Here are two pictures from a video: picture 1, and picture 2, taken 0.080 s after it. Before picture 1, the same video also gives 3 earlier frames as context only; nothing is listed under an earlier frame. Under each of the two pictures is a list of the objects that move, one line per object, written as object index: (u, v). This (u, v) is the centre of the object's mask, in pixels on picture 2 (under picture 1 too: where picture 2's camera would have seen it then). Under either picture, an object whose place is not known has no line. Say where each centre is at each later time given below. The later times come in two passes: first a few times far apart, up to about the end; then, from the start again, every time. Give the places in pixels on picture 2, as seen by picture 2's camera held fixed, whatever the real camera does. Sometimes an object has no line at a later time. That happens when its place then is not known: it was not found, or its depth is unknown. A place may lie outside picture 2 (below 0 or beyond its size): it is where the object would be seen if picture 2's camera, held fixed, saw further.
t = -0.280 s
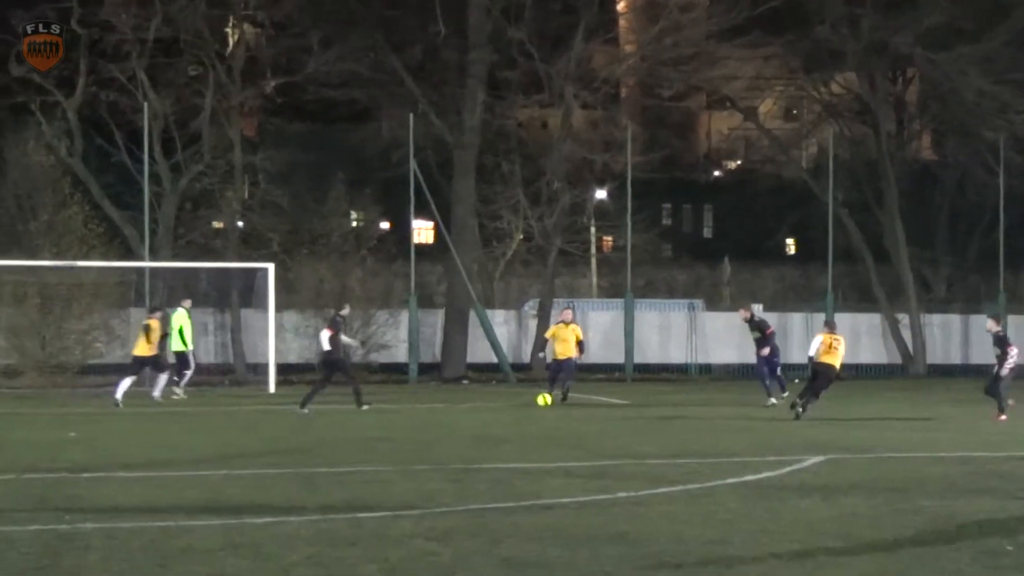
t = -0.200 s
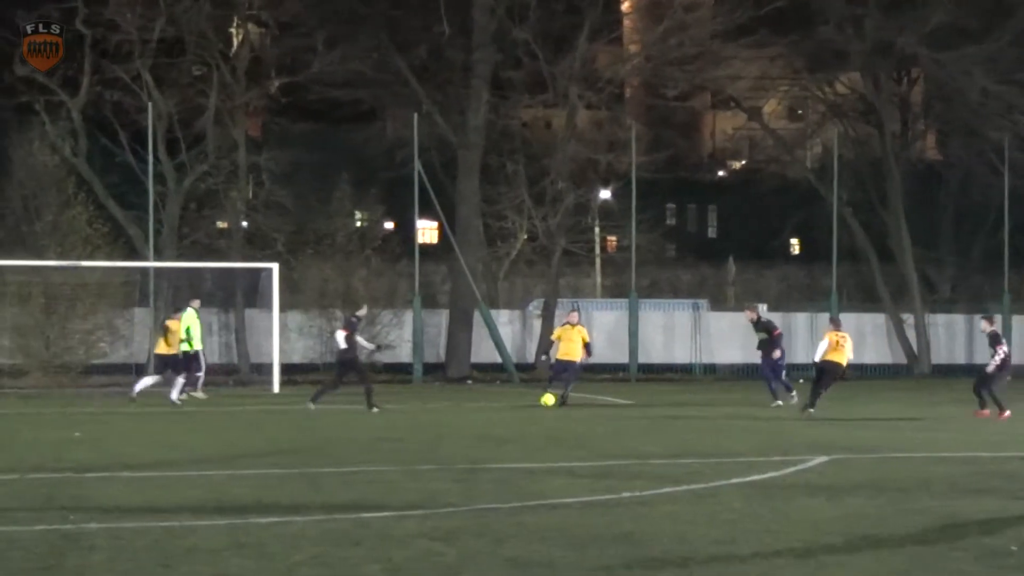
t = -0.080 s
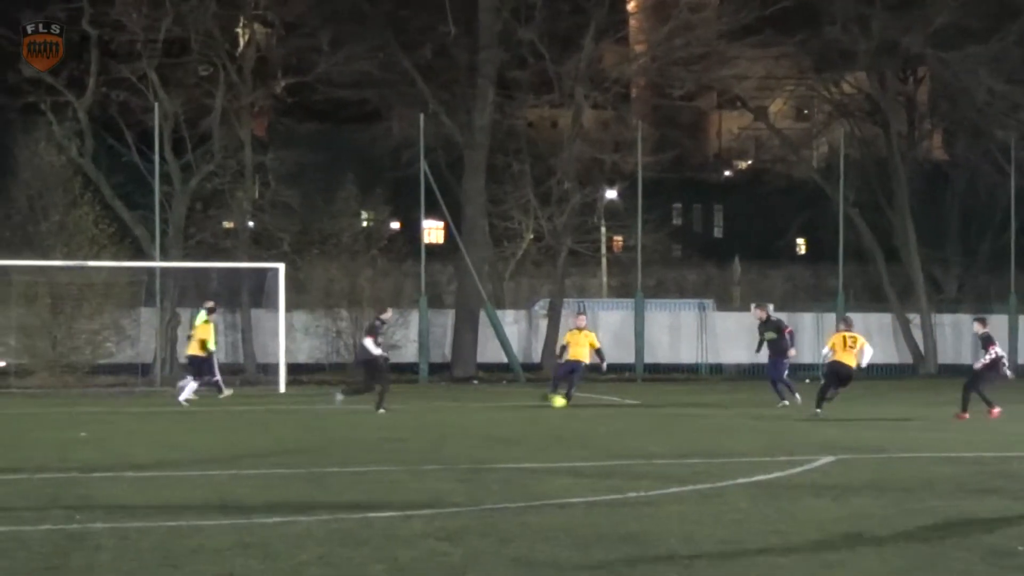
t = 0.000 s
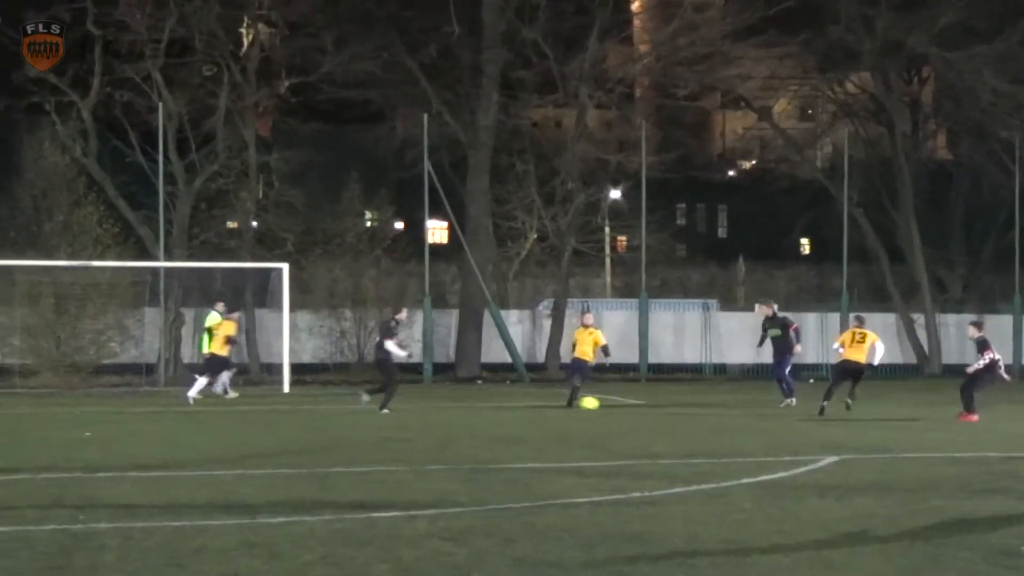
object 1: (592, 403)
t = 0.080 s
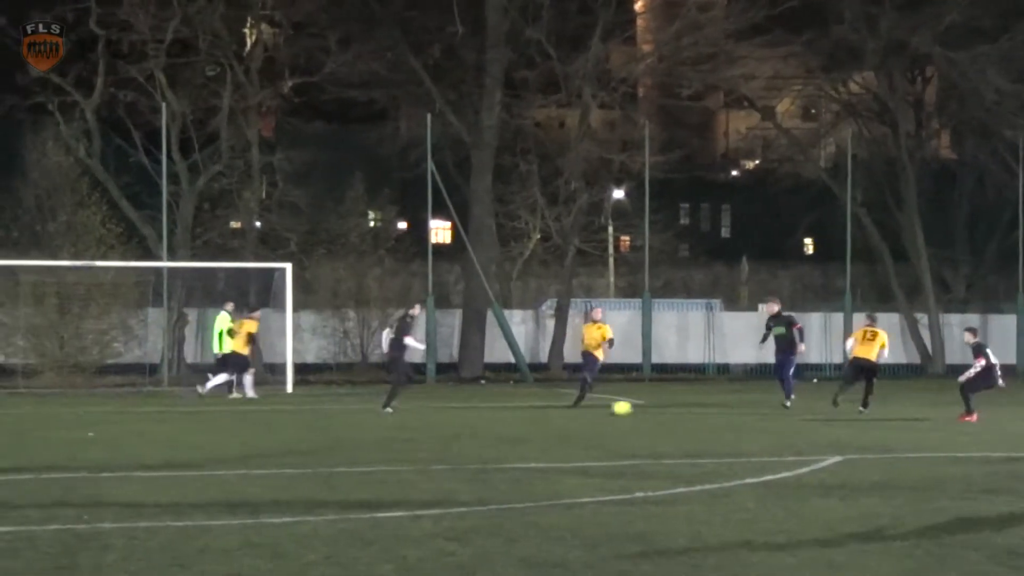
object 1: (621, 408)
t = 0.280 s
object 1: (704, 419)
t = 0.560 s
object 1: (835, 434)
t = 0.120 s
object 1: (638, 409)
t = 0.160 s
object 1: (654, 411)
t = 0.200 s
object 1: (671, 412)
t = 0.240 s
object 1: (688, 416)
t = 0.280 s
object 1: (704, 419)
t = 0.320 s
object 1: (722, 419)
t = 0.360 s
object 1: (740, 421)
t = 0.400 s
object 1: (758, 425)
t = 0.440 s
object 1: (777, 428)
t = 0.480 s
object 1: (798, 431)
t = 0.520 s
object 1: (817, 433)
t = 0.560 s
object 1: (835, 434)
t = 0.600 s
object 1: (855, 437)
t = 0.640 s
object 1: (874, 442)
